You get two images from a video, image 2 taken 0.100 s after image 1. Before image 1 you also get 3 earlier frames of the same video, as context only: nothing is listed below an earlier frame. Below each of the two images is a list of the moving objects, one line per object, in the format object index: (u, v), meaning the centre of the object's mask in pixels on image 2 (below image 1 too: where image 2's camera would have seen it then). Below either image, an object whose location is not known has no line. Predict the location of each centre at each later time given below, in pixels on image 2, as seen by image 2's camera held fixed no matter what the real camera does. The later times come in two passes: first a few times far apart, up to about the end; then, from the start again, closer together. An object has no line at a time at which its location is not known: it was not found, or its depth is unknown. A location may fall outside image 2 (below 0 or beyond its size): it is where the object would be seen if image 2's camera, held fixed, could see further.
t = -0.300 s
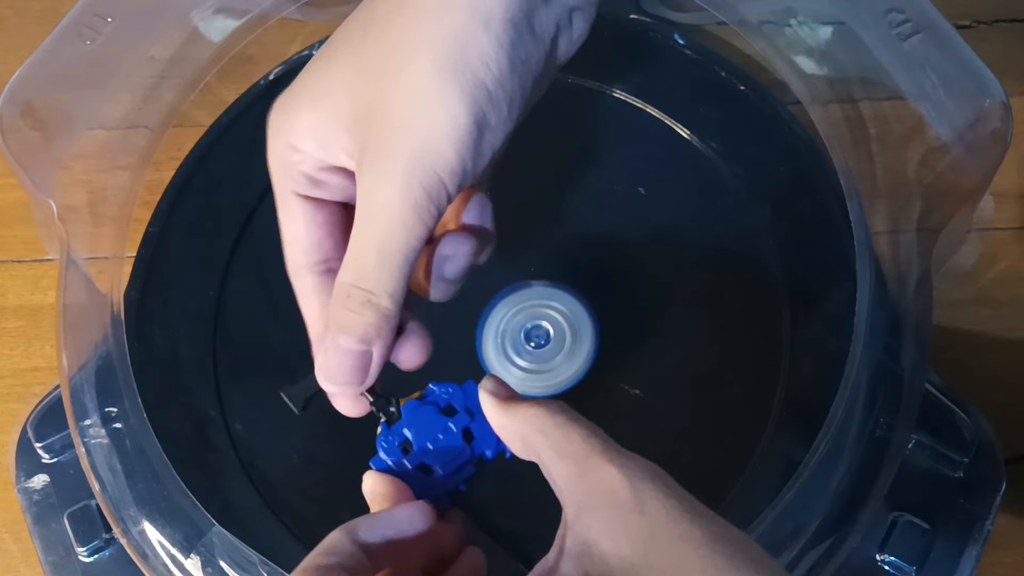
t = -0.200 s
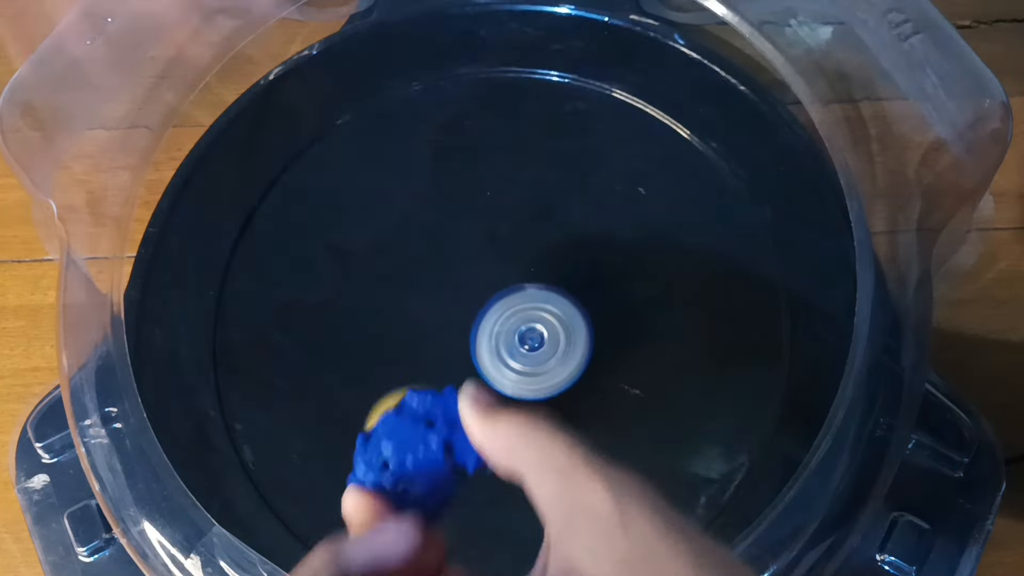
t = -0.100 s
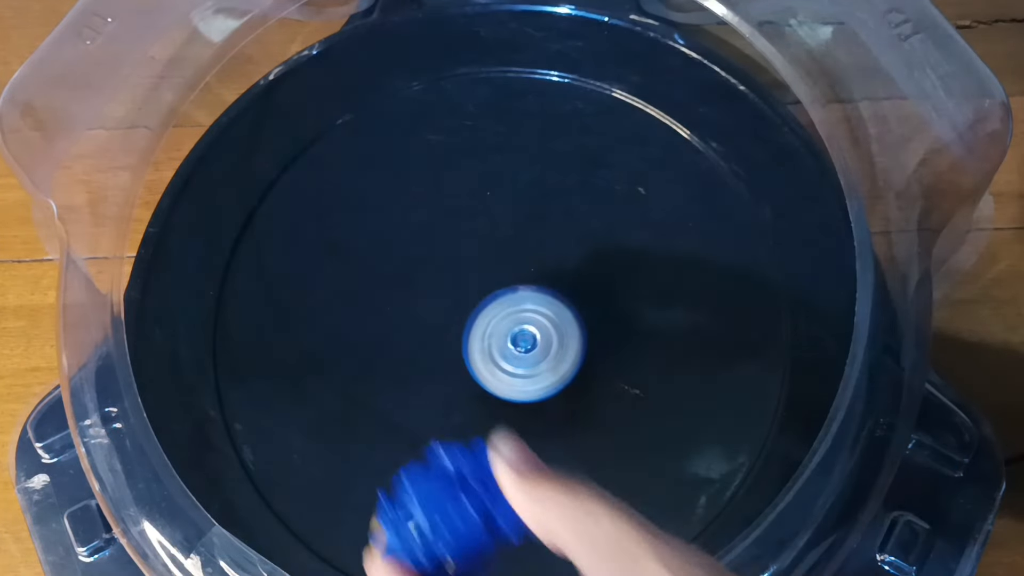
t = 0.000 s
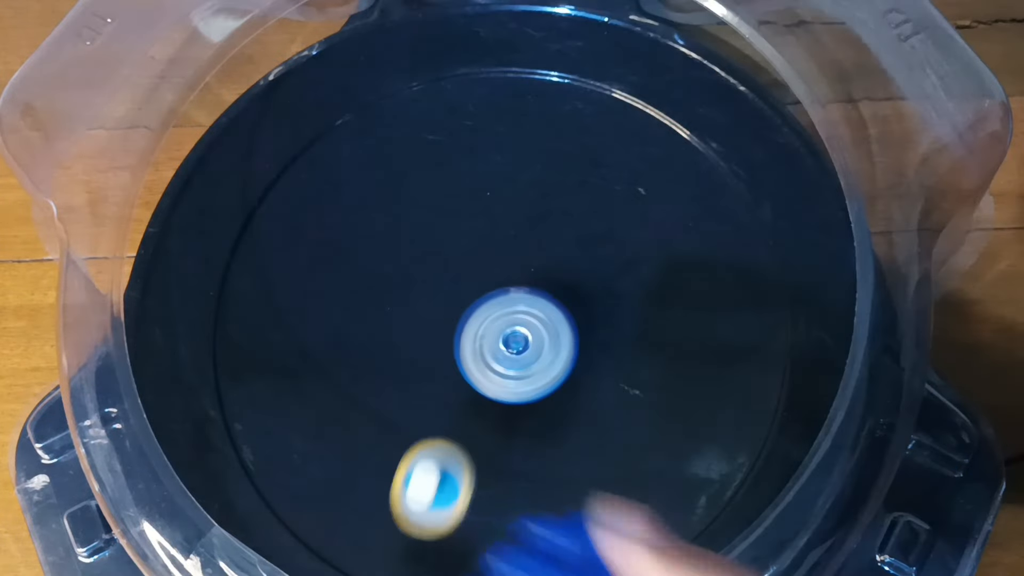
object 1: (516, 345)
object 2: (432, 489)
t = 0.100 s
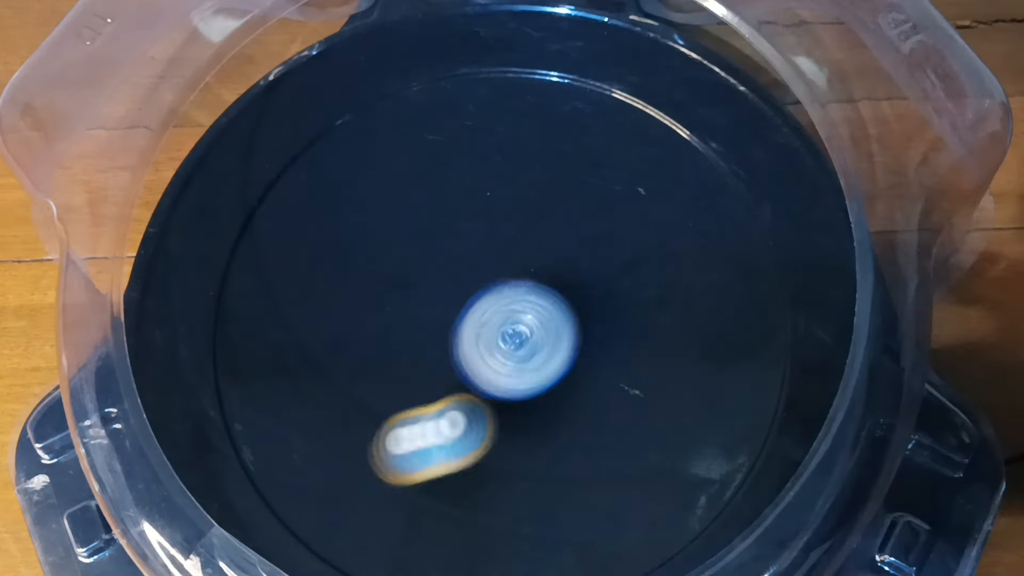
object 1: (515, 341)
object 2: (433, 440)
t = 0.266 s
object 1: (569, 262)
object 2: (190, 504)
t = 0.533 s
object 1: (522, 233)
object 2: (314, 435)
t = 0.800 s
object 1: (498, 228)
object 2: (560, 337)
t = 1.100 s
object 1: (484, 245)
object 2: (570, 343)
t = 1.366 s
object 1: (367, 174)
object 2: (562, 406)
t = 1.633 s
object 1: (417, 186)
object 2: (234, 456)
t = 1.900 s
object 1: (487, 255)
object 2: (814, 485)
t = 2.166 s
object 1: (507, 266)
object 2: (782, 315)
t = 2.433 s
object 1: (508, 289)
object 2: (639, 247)
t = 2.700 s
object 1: (506, 317)
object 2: (677, 229)
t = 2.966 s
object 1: (498, 339)
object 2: (593, 277)
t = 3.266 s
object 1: (483, 342)
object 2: (510, 215)
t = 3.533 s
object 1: (476, 325)
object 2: (549, 184)
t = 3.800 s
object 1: (469, 306)
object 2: (548, 252)
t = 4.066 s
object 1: (468, 301)
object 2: (618, 380)
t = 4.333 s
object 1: (490, 306)
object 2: (468, 439)
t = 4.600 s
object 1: (506, 319)
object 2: (440, 400)
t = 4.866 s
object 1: (511, 330)
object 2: (429, 388)
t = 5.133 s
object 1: (508, 333)
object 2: (444, 401)
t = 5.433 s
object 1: (496, 328)
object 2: (446, 401)
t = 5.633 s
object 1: (488, 318)
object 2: (446, 401)
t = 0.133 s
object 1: (532, 324)
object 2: (365, 462)
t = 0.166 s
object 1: (547, 308)
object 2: (299, 490)
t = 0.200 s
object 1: (559, 291)
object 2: (252, 505)
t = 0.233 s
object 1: (566, 275)
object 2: (213, 505)
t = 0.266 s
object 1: (569, 262)
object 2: (190, 504)
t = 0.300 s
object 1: (567, 253)
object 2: (175, 503)
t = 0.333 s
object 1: (562, 247)
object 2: (173, 495)
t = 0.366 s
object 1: (555, 243)
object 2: (182, 490)
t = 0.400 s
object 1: (547, 240)
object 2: (200, 483)
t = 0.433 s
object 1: (539, 236)
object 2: (220, 470)
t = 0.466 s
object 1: (532, 234)
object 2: (240, 466)
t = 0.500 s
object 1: (526, 233)
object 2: (275, 452)
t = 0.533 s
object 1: (522, 233)
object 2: (314, 435)
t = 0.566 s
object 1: (518, 232)
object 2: (354, 417)
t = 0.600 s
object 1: (514, 232)
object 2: (393, 399)
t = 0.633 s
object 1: (511, 232)
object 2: (432, 378)
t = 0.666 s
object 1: (508, 232)
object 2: (467, 359)
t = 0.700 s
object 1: (505, 233)
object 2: (497, 339)
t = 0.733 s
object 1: (503, 234)
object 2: (522, 321)
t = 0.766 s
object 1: (501, 231)
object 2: (543, 323)
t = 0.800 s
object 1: (498, 228)
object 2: (560, 337)
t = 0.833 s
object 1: (495, 228)
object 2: (578, 360)
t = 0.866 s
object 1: (494, 230)
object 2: (593, 384)
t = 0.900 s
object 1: (491, 231)
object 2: (602, 392)
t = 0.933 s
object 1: (490, 233)
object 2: (607, 399)
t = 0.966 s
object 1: (488, 235)
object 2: (606, 398)
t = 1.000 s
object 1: (487, 238)
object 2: (601, 392)
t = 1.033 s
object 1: (486, 240)
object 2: (592, 381)
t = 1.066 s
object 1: (485, 242)
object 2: (581, 364)
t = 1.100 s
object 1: (484, 245)
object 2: (570, 343)
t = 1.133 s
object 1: (484, 248)
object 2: (560, 318)
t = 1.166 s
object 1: (475, 244)
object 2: (605, 350)
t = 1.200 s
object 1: (446, 215)
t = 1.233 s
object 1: (422, 193)
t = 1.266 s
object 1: (401, 178)
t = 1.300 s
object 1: (385, 170)
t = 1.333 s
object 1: (374, 170)
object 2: (621, 432)
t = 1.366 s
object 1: (367, 174)
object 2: (562, 406)
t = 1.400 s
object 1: (362, 180)
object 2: (502, 376)
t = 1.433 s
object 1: (358, 186)
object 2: (447, 347)
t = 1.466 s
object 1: (356, 194)
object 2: (399, 312)
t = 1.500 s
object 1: (356, 200)
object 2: (341, 296)
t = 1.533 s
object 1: (368, 194)
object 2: (243, 331)
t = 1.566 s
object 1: (384, 187)
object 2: (144, 379)
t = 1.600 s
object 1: (401, 184)
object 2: (162, 421)
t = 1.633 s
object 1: (417, 186)
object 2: (234, 456)
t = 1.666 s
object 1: (431, 191)
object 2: (307, 490)
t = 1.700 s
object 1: (445, 201)
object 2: (387, 507)
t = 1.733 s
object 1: (456, 211)
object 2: (472, 519)
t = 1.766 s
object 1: (466, 223)
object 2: (557, 525)
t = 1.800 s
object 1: (474, 234)
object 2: (639, 527)
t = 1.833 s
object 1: (480, 243)
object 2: (708, 520)
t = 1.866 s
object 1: (484, 250)
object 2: (767, 503)
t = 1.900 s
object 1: (487, 255)
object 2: (814, 485)
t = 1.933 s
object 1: (489, 259)
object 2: (844, 461)
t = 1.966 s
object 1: (491, 261)
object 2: (850, 428)
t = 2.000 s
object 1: (493, 263)
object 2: (853, 398)
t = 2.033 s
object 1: (495, 263)
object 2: (854, 371)
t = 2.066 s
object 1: (498, 263)
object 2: (843, 349)
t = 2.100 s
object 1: (501, 264)
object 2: (819, 332)
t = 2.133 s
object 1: (504, 265)
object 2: (805, 322)
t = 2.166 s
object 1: (507, 266)
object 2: (782, 315)
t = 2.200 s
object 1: (511, 268)
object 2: (755, 309)
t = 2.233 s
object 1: (514, 270)
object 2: (725, 301)
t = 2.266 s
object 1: (516, 273)
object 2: (695, 293)
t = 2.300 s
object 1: (519, 275)
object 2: (665, 285)
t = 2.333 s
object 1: (522, 278)
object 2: (633, 276)
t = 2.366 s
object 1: (522, 281)
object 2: (613, 267)
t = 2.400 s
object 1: (514, 285)
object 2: (625, 257)
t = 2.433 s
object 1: (508, 289)
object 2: (639, 247)
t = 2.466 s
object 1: (505, 292)
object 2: (647, 238)
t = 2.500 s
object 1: (504, 295)
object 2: (652, 231)
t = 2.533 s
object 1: (504, 298)
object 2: (657, 225)
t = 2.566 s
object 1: (505, 302)
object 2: (662, 221)
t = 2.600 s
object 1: (506, 306)
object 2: (666, 219)
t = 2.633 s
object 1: (506, 310)
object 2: (671, 220)
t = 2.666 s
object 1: (506, 314)
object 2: (675, 223)
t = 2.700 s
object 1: (506, 317)
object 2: (677, 229)
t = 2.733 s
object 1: (505, 321)
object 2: (675, 238)
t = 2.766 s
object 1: (505, 324)
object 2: (670, 247)
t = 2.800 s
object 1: (504, 327)
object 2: (661, 256)
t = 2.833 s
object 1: (503, 330)
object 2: (651, 263)
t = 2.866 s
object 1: (502, 332)
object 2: (638, 270)
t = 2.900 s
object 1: (501, 335)
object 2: (624, 274)
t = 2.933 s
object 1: (500, 337)
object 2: (609, 276)
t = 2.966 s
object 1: (498, 339)
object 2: (593, 277)
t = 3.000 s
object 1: (496, 340)
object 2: (578, 276)
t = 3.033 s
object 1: (494, 342)
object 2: (564, 273)
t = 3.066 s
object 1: (493, 342)
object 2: (550, 268)
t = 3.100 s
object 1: (491, 343)
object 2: (538, 262)
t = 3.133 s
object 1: (489, 343)
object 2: (528, 254)
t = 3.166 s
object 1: (488, 343)
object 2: (520, 245)
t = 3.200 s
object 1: (486, 343)
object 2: (514, 236)
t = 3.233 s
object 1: (484, 343)
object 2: (511, 225)
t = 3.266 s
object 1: (483, 342)
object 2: (510, 215)
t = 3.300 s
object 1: (481, 340)
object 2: (511, 205)
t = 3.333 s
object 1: (480, 339)
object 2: (514, 195)
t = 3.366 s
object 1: (479, 337)
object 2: (518, 187)
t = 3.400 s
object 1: (478, 335)
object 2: (524, 181)
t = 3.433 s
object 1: (478, 333)
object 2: (530, 178)
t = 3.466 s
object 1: (477, 330)
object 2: (537, 177)
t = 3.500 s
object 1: (477, 328)
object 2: (543, 179)
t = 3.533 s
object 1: (476, 325)
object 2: (549, 184)
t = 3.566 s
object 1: (476, 323)
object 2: (553, 190)
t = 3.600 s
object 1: (476, 320)
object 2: (555, 200)
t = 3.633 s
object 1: (476, 317)
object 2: (555, 210)
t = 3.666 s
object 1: (476, 314)
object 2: (553, 222)
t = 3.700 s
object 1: (476, 312)
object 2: (550, 233)
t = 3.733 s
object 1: (476, 309)
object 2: (544, 244)
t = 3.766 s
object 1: (475, 307)
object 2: (540, 252)
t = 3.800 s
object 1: (469, 306)
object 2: (548, 252)
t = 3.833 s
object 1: (462, 307)
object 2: (564, 256)
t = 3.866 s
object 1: (458, 306)
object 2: (582, 269)
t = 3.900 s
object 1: (456, 305)
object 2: (599, 291)
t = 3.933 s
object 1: (457, 303)
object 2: (613, 309)
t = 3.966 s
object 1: (459, 302)
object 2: (620, 320)
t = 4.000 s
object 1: (462, 302)
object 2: (625, 341)
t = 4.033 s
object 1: (465, 301)
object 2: (626, 364)
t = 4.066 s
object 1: (468, 301)
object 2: (618, 380)
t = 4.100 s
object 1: (471, 301)
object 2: (603, 397)
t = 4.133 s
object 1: (474, 302)
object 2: (587, 410)
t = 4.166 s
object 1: (477, 302)
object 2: (567, 420)
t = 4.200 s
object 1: (480, 303)
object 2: (543, 428)
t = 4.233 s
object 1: (482, 303)
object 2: (519, 433)
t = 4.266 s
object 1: (485, 304)
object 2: (500, 437)
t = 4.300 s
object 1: (487, 305)
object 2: (482, 439)
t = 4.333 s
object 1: (490, 306)
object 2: (468, 439)
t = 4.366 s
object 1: (492, 307)
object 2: (457, 438)
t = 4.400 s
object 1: (495, 309)
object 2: (452, 436)
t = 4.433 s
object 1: (497, 311)
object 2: (447, 431)
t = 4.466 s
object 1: (498, 313)
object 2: (444, 425)
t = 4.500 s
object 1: (500, 315)
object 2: (443, 420)
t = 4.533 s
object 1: (502, 316)
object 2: (442, 413)
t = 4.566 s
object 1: (504, 317)
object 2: (442, 407)
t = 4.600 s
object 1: (506, 319)
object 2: (440, 400)
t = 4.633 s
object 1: (507, 321)
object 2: (437, 394)
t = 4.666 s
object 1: (509, 322)
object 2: (433, 391)
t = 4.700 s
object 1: (510, 324)
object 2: (429, 390)
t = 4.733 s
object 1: (511, 326)
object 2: (424, 389)
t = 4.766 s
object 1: (511, 327)
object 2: (422, 389)
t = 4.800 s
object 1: (511, 328)
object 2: (423, 388)
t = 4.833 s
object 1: (511, 329)
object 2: (427, 388)
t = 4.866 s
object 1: (511, 330)
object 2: (429, 388)
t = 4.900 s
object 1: (511, 331)
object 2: (430, 388)
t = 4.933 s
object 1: (510, 332)
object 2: (432, 389)
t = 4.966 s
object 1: (510, 332)
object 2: (435, 389)
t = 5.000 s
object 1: (509, 333)
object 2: (438, 391)
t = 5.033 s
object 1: (509, 333)
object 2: (441, 393)
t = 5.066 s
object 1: (508, 334)
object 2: (443, 396)
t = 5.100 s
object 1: (507, 334)
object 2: (446, 398)
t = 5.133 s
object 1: (508, 333)
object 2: (444, 401)
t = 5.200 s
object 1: (507, 333)
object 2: (446, 403)
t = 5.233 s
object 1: (506, 333)
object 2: (447, 403)
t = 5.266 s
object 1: (504, 333)
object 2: (446, 402)
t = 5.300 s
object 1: (503, 332)
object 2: (445, 401)
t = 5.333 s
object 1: (501, 331)
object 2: (446, 402)
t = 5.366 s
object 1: (499, 330)
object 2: (447, 402)
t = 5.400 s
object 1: (497, 329)
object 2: (446, 401)
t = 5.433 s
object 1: (496, 328)
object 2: (446, 401)
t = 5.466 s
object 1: (494, 327)
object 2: (447, 402)
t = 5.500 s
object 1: (492, 325)
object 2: (446, 401)
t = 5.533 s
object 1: (491, 323)
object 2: (446, 401)
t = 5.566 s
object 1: (490, 322)
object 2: (447, 401)
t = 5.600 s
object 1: (489, 320)
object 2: (446, 401)
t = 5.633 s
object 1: (488, 318)
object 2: (446, 401)
